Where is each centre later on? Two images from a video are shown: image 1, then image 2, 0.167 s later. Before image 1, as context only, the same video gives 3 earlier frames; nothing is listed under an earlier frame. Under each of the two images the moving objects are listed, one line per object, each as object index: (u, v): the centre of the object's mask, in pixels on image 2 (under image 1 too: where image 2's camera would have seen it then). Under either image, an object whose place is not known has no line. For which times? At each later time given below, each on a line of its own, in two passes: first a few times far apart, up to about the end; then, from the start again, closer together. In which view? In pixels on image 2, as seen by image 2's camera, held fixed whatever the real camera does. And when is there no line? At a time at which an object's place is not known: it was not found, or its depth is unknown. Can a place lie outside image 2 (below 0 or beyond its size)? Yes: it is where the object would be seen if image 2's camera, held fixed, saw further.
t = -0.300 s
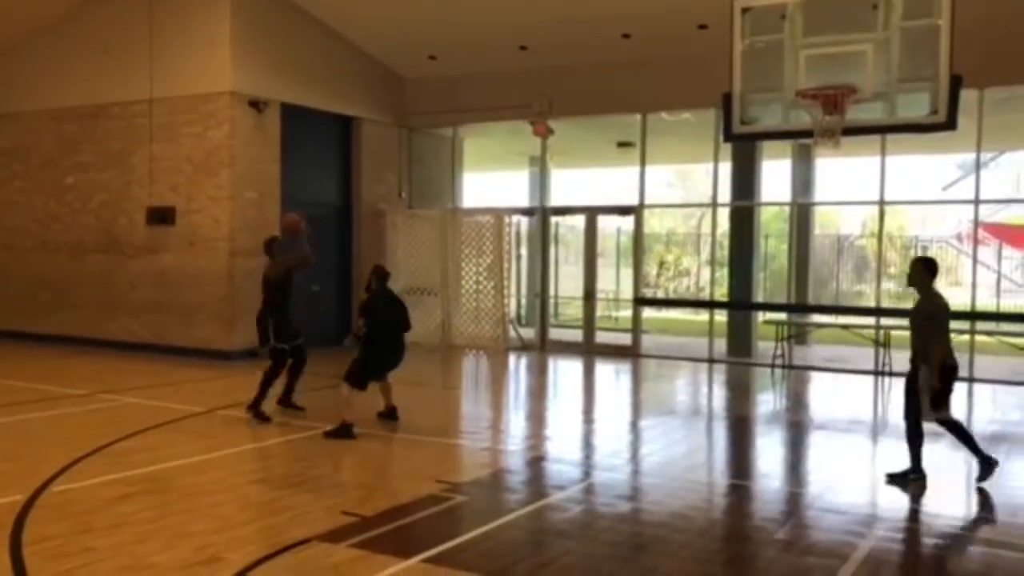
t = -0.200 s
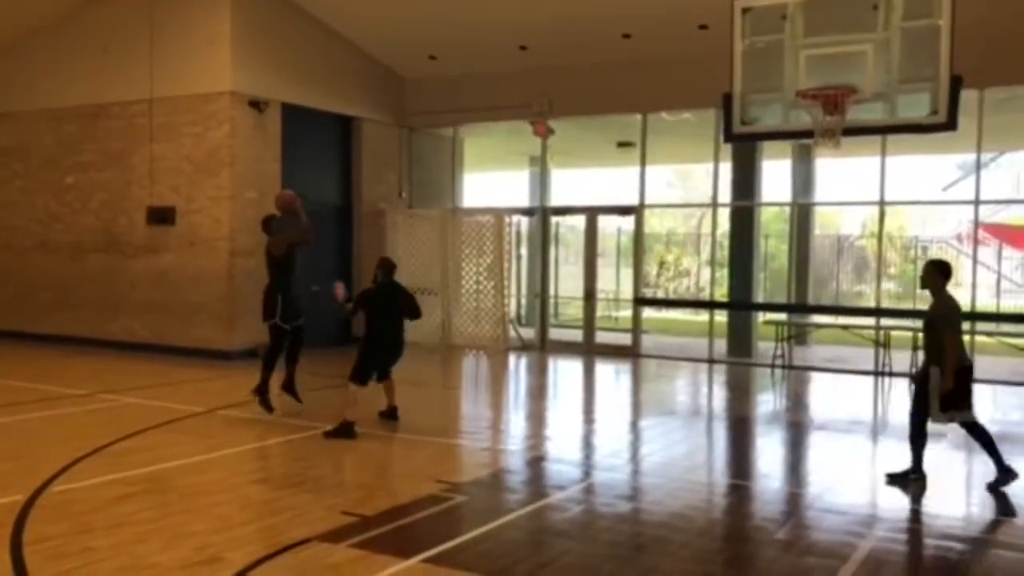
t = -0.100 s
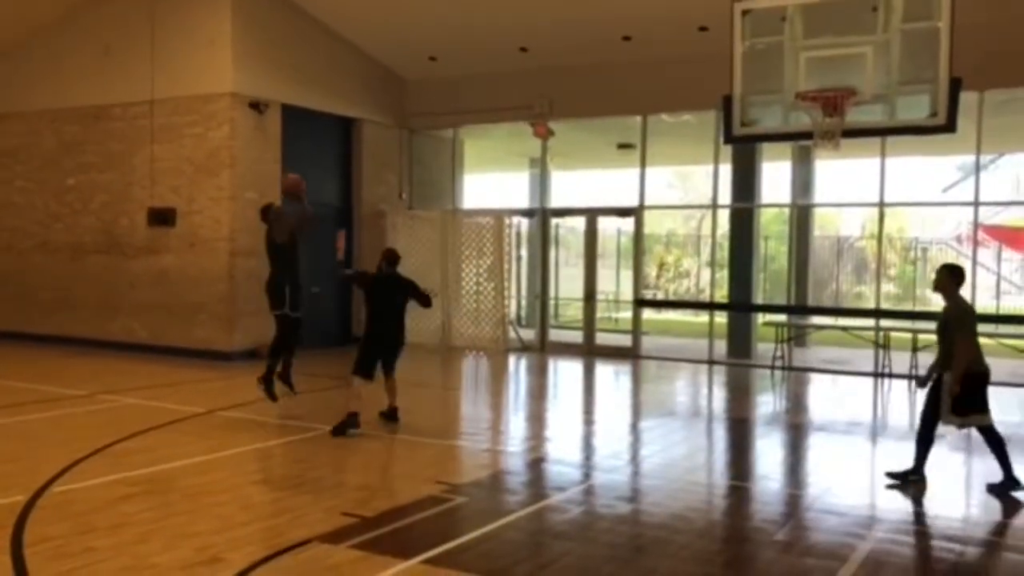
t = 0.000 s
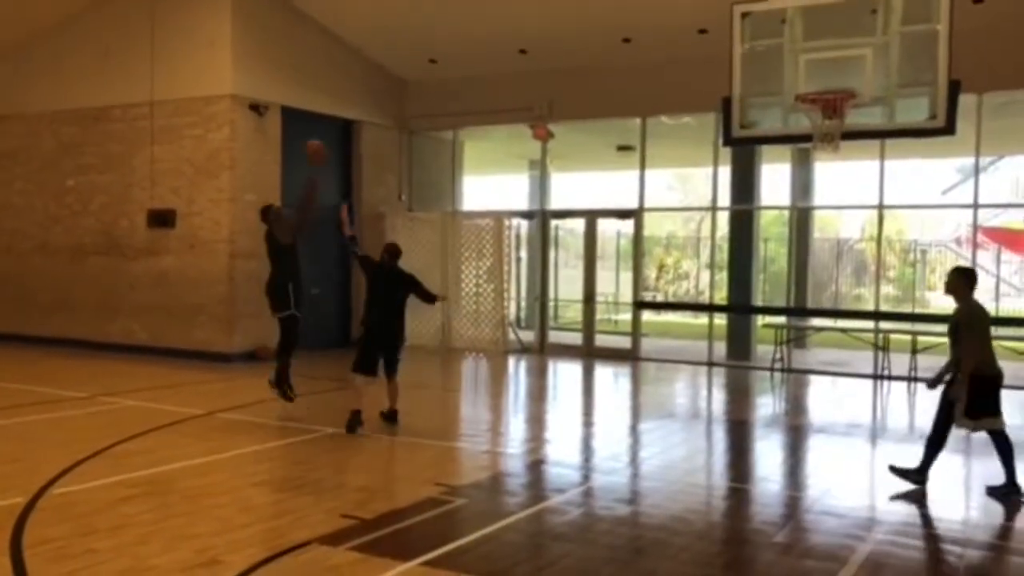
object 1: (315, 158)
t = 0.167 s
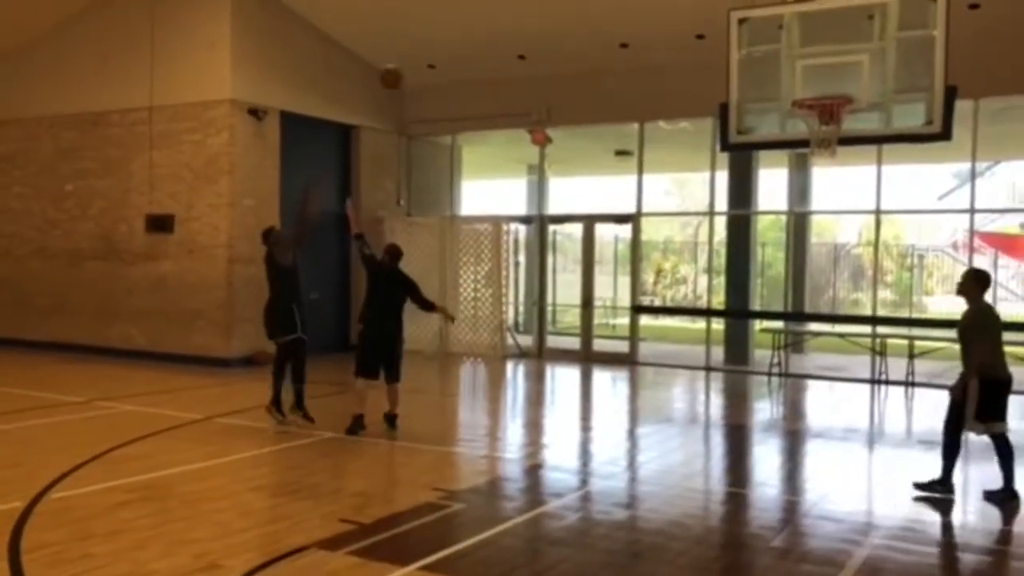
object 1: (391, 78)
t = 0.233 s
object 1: (424, 54)
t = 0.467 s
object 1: (538, -1)
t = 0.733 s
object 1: (675, 6)
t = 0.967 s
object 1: (801, 81)
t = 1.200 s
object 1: (833, 122)
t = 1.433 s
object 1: (805, 131)
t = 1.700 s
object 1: (812, 186)
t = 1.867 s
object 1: (817, 255)
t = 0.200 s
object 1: (406, 64)
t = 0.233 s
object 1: (424, 54)
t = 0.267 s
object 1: (439, 42)
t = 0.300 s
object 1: (455, 32)
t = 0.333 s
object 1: (471, 23)
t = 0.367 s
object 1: (488, 15)
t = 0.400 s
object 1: (505, 8)
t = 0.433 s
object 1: (521, 3)
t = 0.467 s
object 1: (538, -1)
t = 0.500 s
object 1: (554, -4)
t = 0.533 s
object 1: (572, -5)
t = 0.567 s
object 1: (588, -7)
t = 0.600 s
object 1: (606, -7)
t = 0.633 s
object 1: (623, -6)
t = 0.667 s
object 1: (640, -3)
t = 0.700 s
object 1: (658, 1)
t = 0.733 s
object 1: (675, 6)
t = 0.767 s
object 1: (693, 13)
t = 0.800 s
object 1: (711, 21)
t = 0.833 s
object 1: (730, 30)
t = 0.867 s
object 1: (747, 41)
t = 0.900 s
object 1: (765, 54)
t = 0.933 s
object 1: (784, 67)
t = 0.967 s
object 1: (801, 81)
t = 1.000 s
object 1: (820, 95)
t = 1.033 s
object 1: (831, 107)
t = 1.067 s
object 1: (841, 116)
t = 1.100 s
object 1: (843, 124)
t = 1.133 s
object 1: (841, 124)
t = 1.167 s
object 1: (837, 123)
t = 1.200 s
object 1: (833, 122)
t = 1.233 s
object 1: (828, 122)
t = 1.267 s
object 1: (823, 125)
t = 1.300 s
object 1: (821, 123)
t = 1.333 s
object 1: (813, 126)
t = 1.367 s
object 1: (809, 128)
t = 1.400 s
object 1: (806, 130)
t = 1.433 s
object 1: (805, 131)
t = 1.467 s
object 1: (806, 136)
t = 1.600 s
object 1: (810, 156)
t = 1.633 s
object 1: (809, 166)
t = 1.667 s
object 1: (812, 175)
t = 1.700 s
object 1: (812, 186)
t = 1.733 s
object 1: (813, 198)
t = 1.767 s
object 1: (814, 210)
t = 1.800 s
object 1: (815, 224)
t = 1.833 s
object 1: (817, 239)
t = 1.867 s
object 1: (817, 255)
